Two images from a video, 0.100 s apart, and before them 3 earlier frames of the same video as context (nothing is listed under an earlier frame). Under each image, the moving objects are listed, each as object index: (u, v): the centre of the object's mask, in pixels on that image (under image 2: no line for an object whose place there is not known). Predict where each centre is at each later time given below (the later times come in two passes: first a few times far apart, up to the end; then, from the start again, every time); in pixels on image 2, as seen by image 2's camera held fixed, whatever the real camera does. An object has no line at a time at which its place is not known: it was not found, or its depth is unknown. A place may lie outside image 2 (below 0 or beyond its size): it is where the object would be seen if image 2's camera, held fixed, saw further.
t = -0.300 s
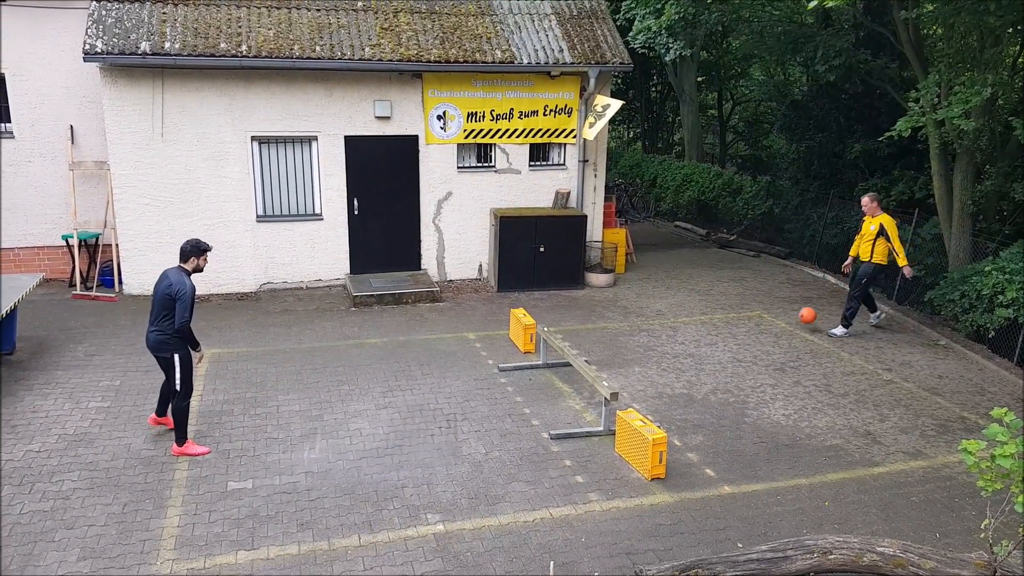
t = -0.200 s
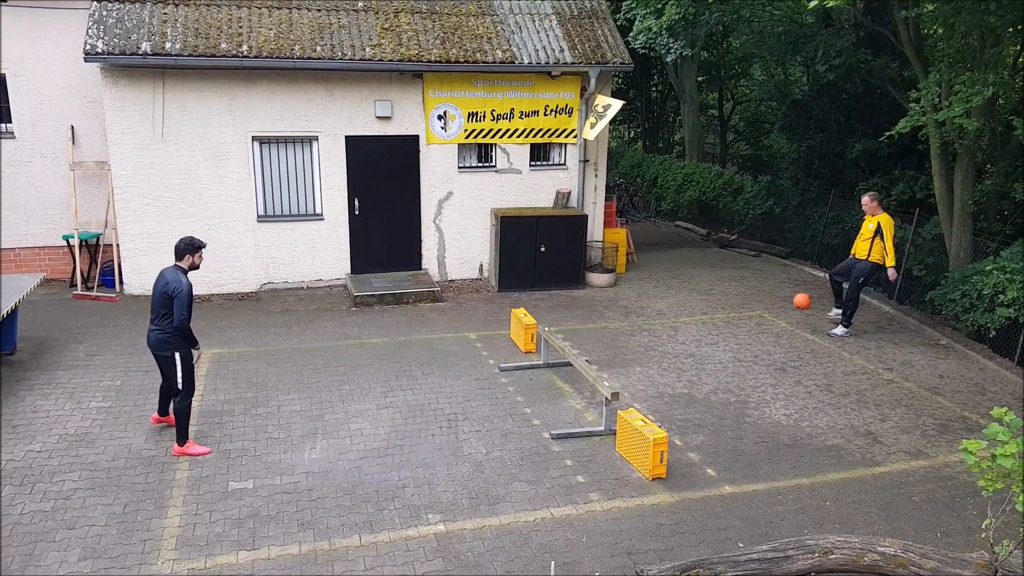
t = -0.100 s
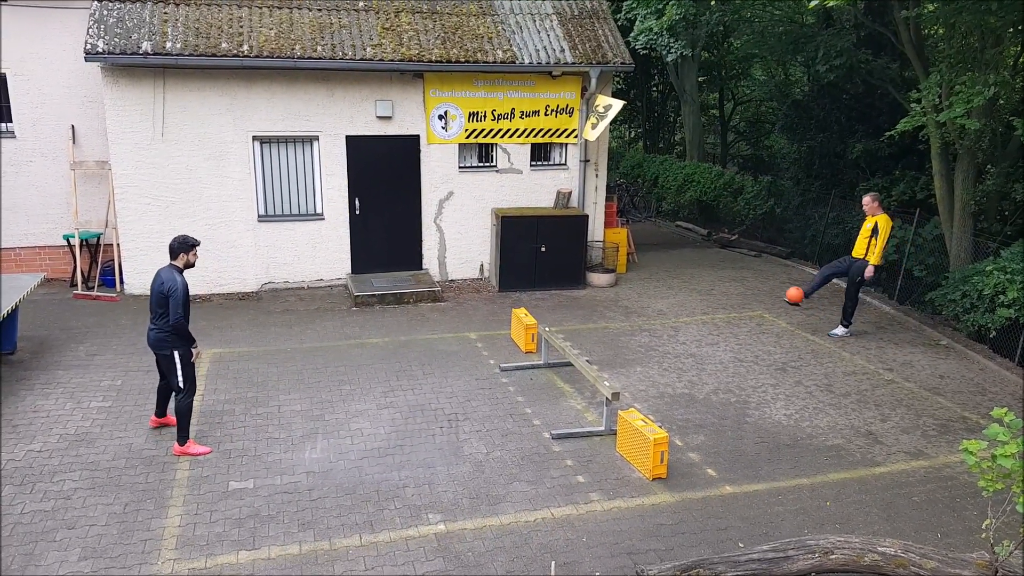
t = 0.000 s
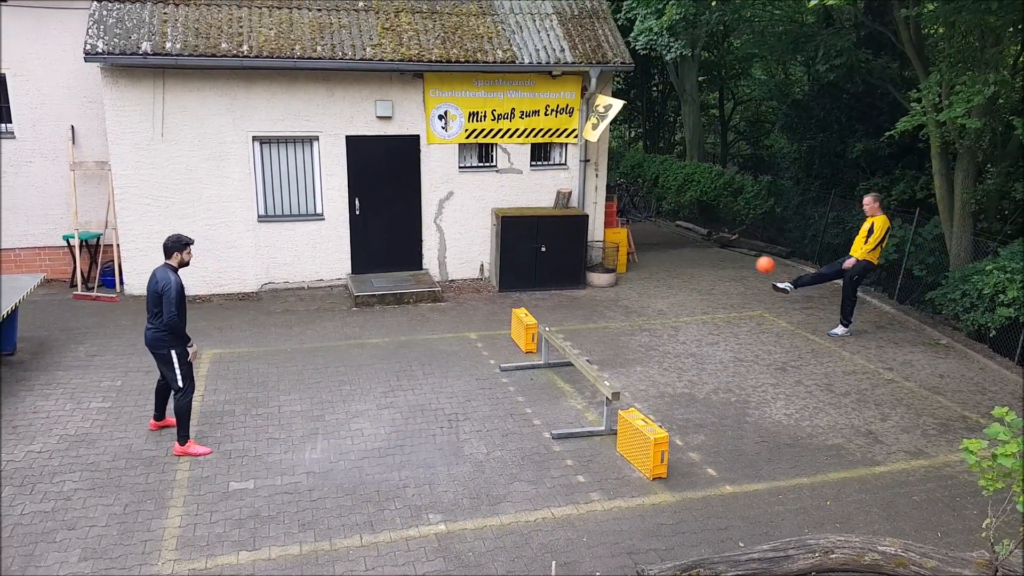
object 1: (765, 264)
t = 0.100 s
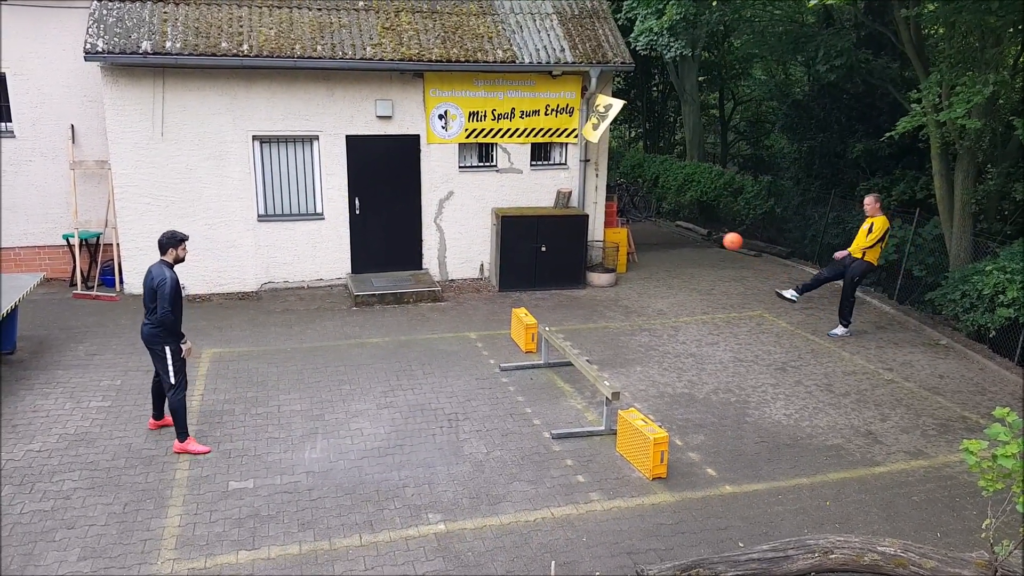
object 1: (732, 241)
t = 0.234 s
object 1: (685, 220)
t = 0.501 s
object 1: (574, 219)
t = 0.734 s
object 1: (472, 274)
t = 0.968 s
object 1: (360, 380)
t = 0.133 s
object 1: (721, 235)
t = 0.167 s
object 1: (709, 229)
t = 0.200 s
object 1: (697, 224)
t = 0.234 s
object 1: (685, 220)
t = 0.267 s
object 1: (672, 216)
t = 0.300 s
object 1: (659, 214)
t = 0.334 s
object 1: (646, 213)
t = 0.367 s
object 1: (632, 212)
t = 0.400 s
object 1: (618, 212)
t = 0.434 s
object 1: (604, 213)
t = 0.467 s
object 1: (588, 216)
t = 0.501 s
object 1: (574, 219)
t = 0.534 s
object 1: (560, 224)
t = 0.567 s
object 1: (545, 229)
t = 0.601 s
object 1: (531, 236)
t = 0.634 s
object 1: (516, 244)
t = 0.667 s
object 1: (502, 252)
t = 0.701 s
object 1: (487, 263)
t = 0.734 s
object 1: (472, 274)
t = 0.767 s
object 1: (455, 286)
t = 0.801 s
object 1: (441, 298)
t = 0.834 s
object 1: (425, 312)
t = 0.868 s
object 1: (408, 327)
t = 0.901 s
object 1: (393, 343)
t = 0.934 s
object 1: (376, 361)
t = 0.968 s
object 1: (360, 380)
